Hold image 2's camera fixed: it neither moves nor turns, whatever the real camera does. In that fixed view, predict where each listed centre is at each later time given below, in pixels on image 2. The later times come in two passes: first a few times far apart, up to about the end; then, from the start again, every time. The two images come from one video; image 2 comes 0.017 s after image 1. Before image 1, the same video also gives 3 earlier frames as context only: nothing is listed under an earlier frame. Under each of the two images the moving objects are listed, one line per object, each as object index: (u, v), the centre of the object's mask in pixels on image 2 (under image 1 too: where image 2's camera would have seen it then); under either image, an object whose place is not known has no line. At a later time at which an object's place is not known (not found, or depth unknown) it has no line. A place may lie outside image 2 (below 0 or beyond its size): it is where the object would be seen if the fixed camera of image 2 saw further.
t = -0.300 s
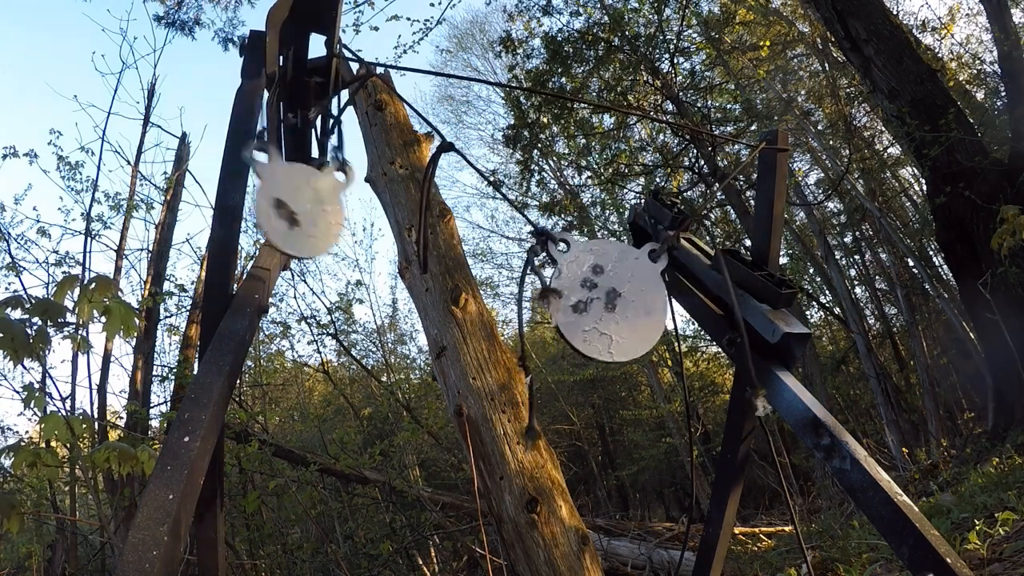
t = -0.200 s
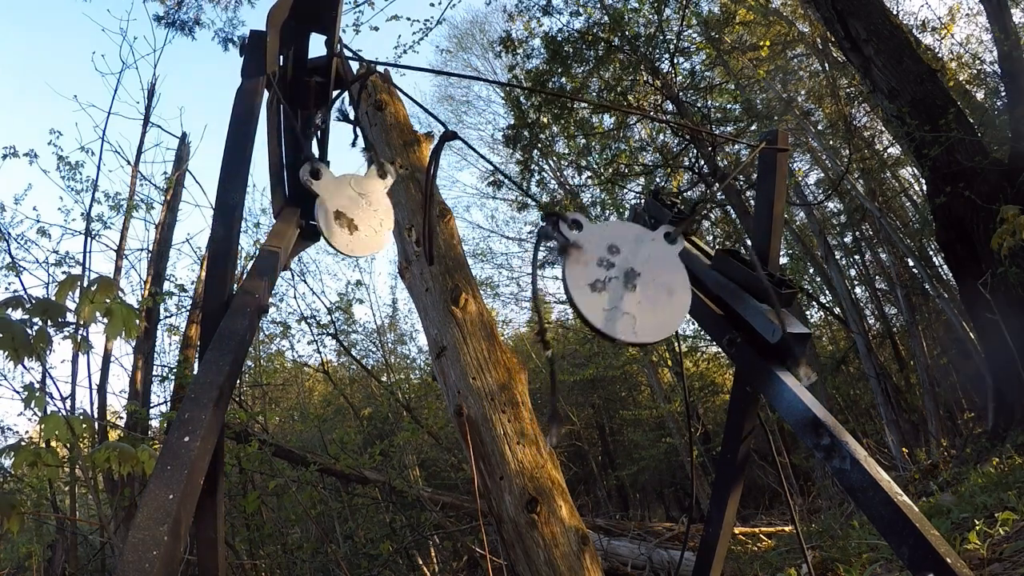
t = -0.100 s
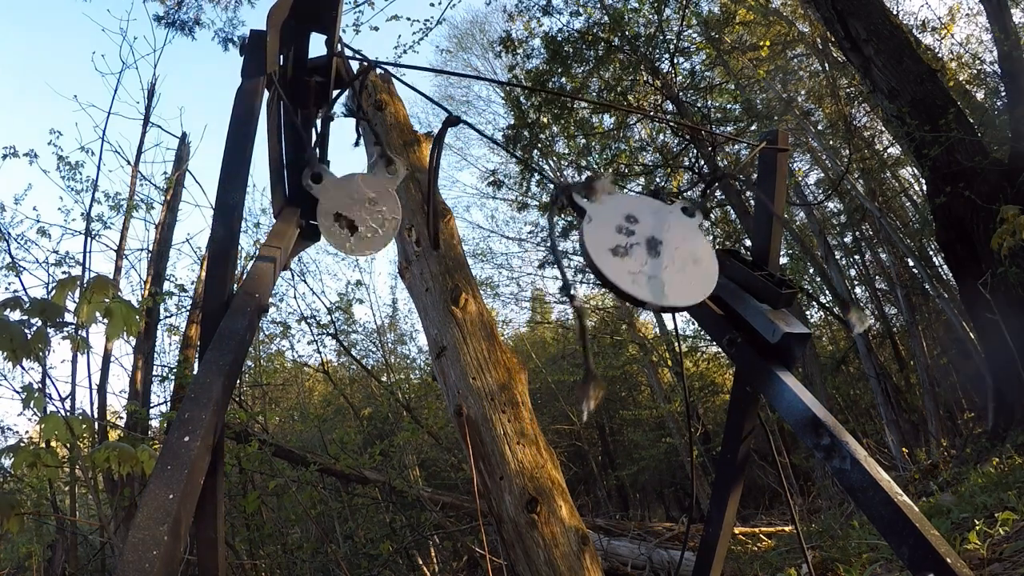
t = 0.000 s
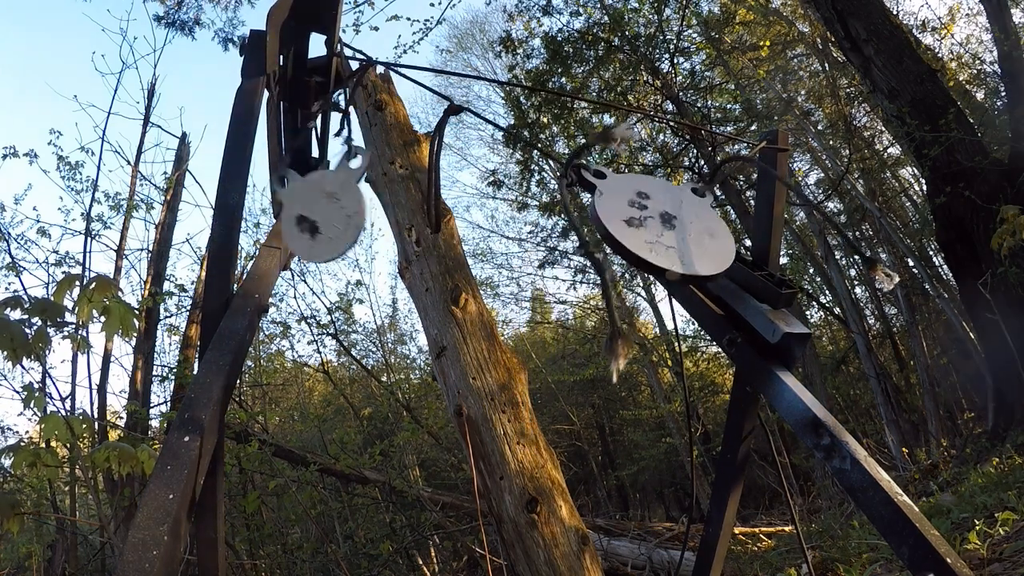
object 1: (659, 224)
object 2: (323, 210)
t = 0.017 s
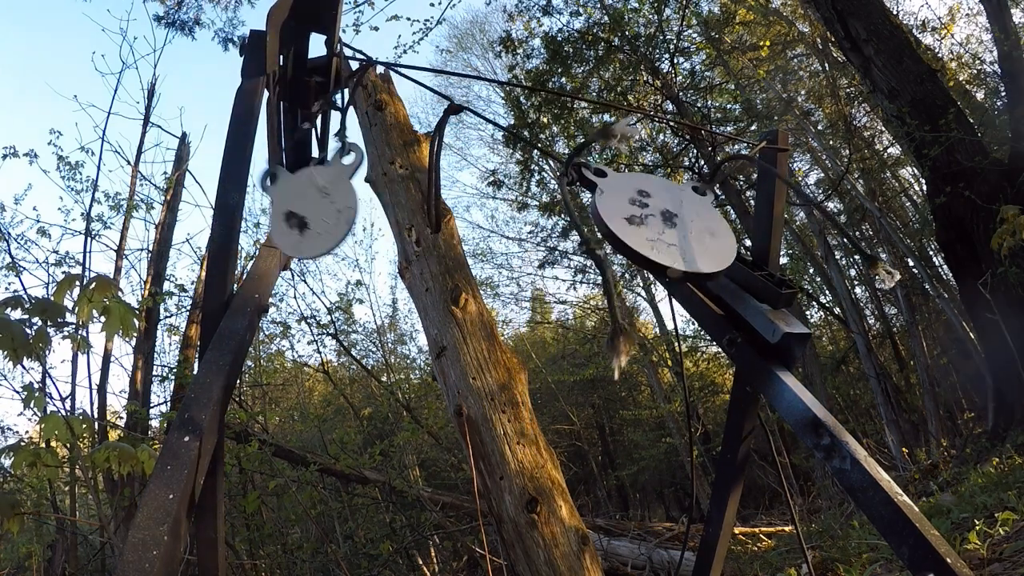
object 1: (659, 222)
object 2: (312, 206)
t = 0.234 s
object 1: (640, 265)
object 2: (227, 44)
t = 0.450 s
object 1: (602, 301)
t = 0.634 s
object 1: (608, 295)
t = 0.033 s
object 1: (660, 222)
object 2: (301, 199)
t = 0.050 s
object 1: (661, 222)
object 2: (289, 192)
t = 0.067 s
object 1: (660, 222)
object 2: (278, 183)
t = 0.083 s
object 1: (659, 223)
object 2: (268, 169)
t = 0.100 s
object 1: (656, 224)
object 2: (256, 154)
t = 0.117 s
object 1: (657, 228)
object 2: (247, 138)
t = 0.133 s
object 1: (655, 232)
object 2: (239, 122)
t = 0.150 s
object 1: (653, 236)
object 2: (234, 105)
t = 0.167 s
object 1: (649, 239)
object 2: (228, 90)
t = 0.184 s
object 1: (646, 244)
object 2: (226, 75)
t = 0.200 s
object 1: (643, 250)
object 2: (224, 63)
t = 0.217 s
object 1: (643, 259)
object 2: (225, 52)
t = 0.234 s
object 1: (640, 265)
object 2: (227, 44)
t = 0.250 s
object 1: (633, 267)
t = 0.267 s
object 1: (631, 273)
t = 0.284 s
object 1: (627, 277)
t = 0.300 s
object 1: (623, 280)
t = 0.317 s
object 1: (620, 285)
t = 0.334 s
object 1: (617, 289)
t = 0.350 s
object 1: (614, 291)
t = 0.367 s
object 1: (611, 294)
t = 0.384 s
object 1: (609, 295)
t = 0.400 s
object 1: (606, 296)
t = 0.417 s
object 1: (604, 298)
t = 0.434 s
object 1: (603, 299)
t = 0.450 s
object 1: (602, 301)
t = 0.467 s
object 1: (601, 301)
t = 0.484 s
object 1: (600, 301)
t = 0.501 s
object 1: (599, 301)
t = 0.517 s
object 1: (599, 301)
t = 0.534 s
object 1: (600, 301)
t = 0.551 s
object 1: (600, 301)
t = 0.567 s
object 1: (602, 300)
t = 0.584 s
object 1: (604, 300)
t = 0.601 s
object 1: (605, 299)
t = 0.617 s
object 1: (607, 298)
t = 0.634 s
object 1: (608, 295)
